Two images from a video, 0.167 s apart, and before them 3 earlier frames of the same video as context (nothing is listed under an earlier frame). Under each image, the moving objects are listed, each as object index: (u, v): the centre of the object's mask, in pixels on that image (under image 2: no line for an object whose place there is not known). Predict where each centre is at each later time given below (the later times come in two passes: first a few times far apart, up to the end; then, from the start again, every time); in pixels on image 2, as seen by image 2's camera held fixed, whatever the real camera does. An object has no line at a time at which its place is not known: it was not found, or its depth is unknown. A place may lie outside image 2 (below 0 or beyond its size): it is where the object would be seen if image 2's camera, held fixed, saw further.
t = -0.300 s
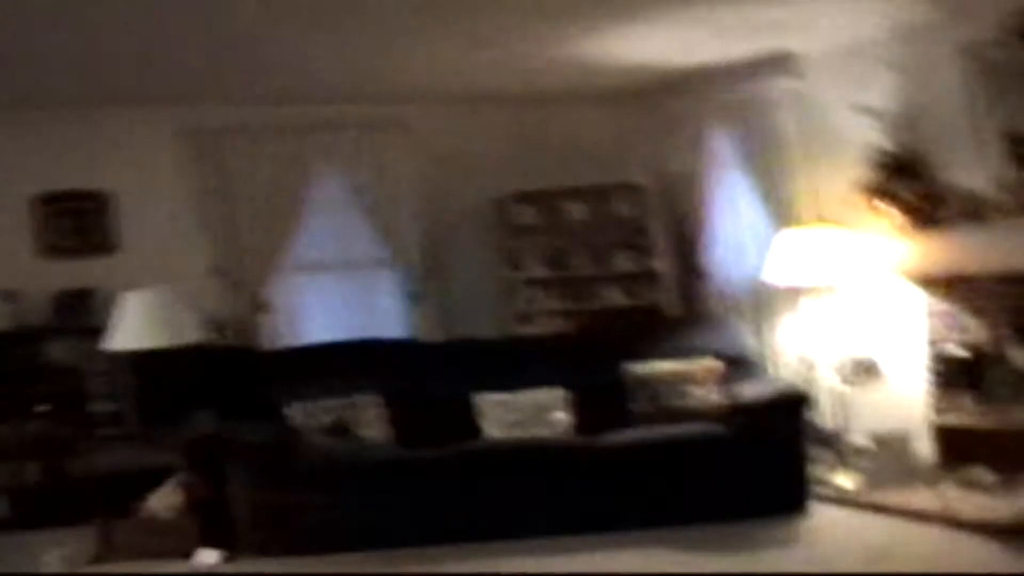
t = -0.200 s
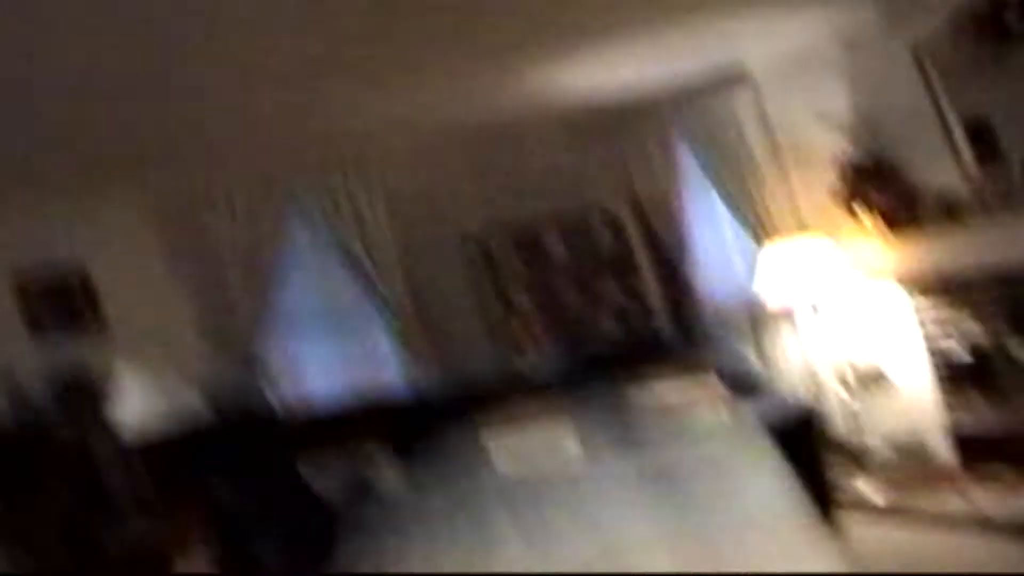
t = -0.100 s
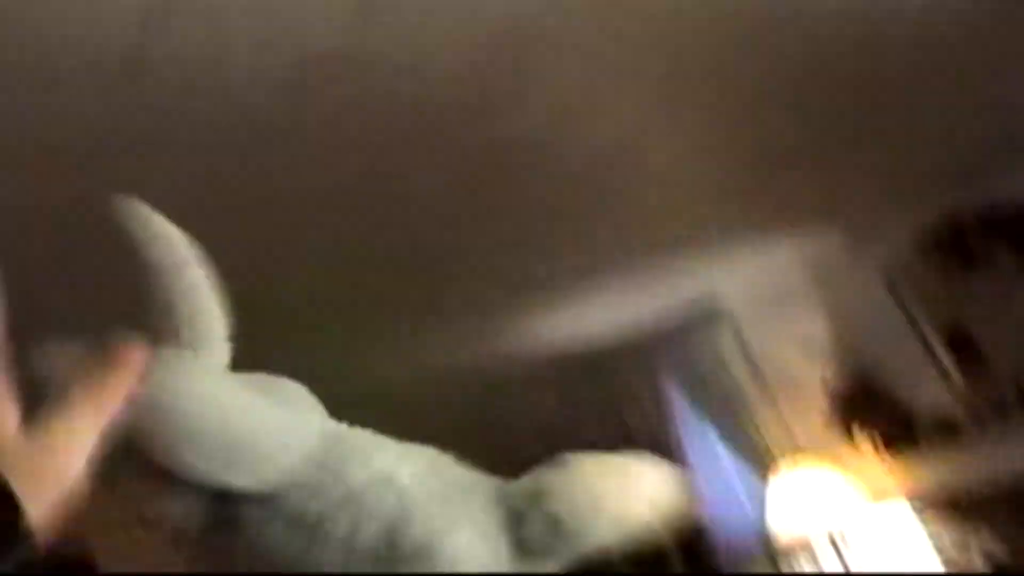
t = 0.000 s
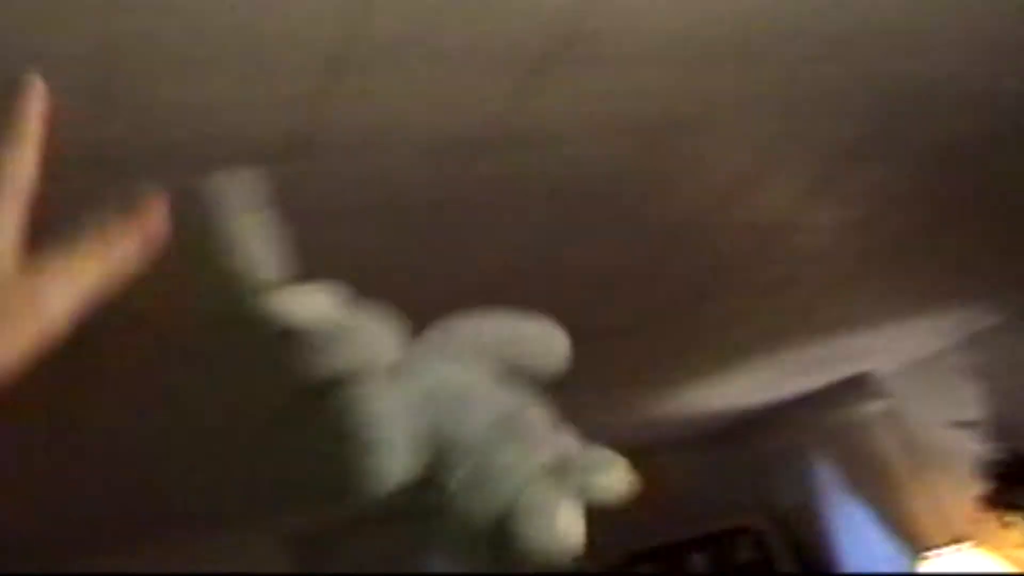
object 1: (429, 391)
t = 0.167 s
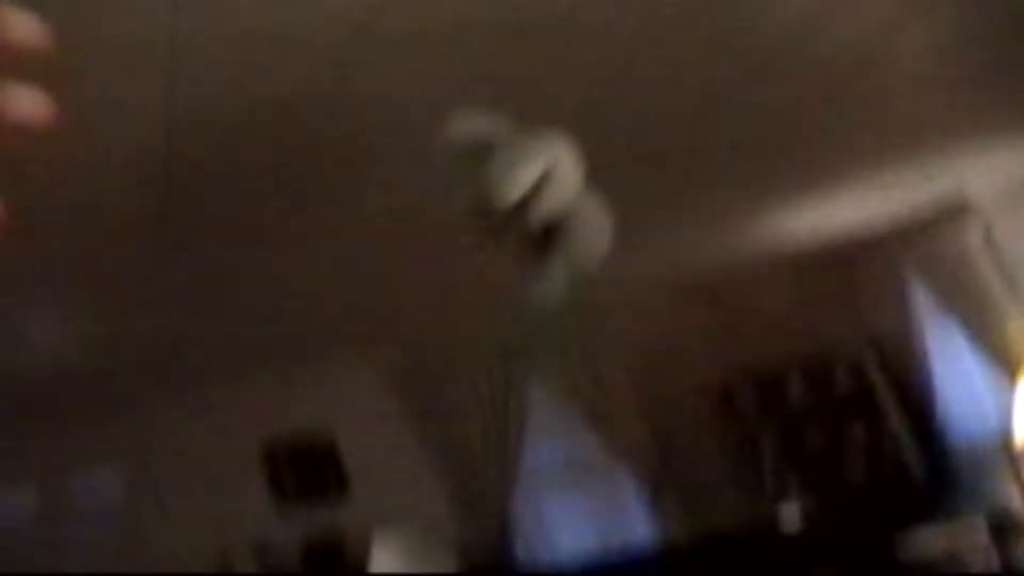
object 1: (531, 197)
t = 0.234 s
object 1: (559, 228)
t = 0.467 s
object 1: (619, 390)
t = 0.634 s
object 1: (675, 536)
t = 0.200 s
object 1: (546, 212)
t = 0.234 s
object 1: (559, 228)
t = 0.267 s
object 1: (560, 241)
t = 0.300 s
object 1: (577, 261)
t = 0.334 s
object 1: (595, 288)
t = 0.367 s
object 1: (611, 309)
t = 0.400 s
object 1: (623, 336)
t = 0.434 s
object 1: (621, 361)
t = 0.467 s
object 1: (619, 390)
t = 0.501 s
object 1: (625, 417)
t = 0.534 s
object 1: (626, 451)
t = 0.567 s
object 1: (642, 479)
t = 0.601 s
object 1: (656, 508)
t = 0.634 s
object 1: (675, 536)
